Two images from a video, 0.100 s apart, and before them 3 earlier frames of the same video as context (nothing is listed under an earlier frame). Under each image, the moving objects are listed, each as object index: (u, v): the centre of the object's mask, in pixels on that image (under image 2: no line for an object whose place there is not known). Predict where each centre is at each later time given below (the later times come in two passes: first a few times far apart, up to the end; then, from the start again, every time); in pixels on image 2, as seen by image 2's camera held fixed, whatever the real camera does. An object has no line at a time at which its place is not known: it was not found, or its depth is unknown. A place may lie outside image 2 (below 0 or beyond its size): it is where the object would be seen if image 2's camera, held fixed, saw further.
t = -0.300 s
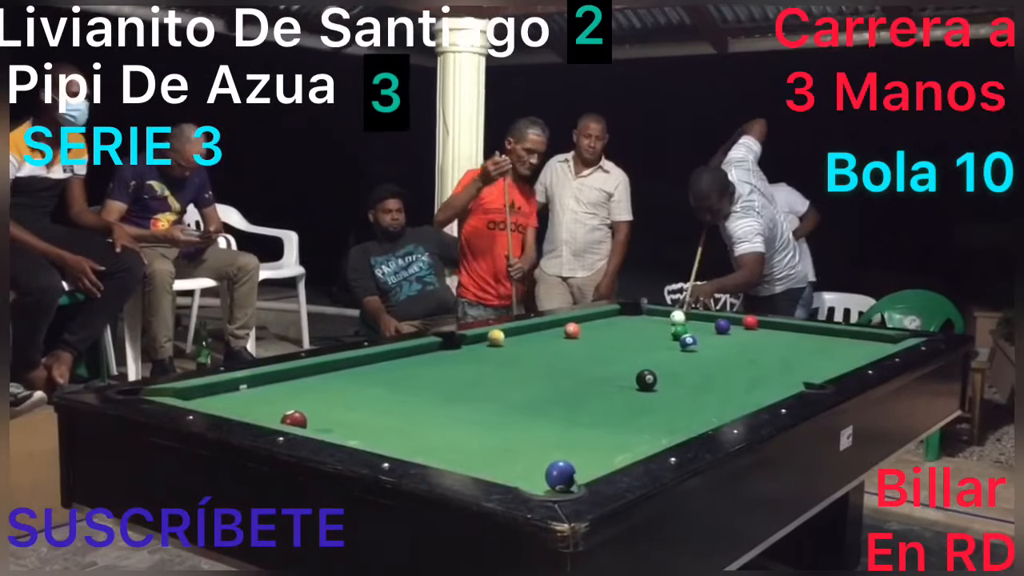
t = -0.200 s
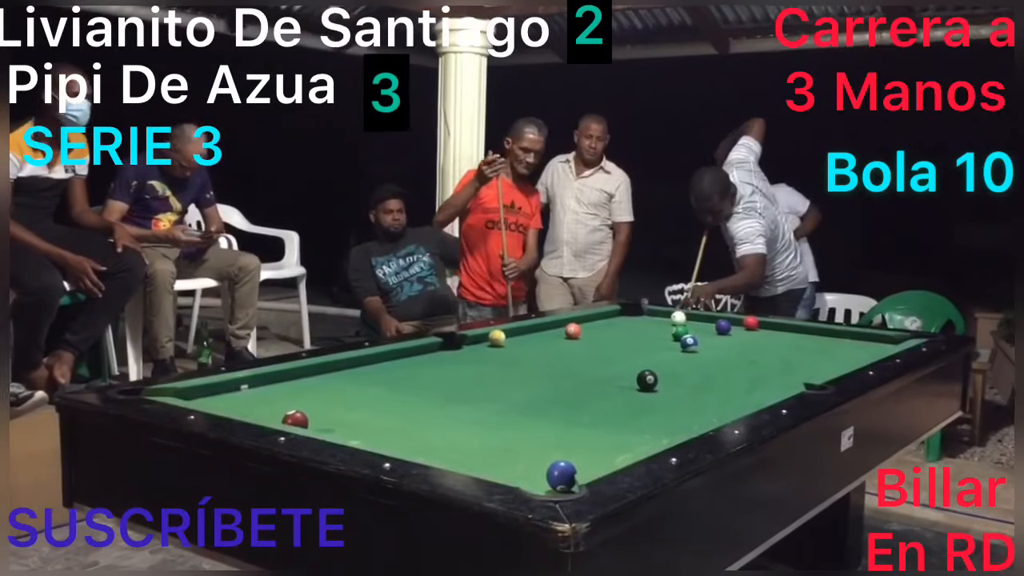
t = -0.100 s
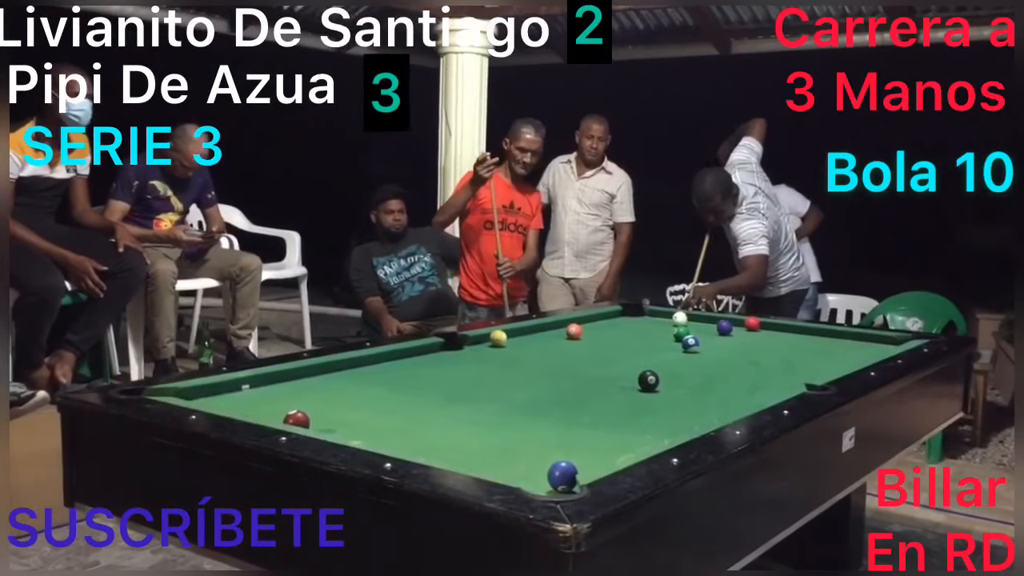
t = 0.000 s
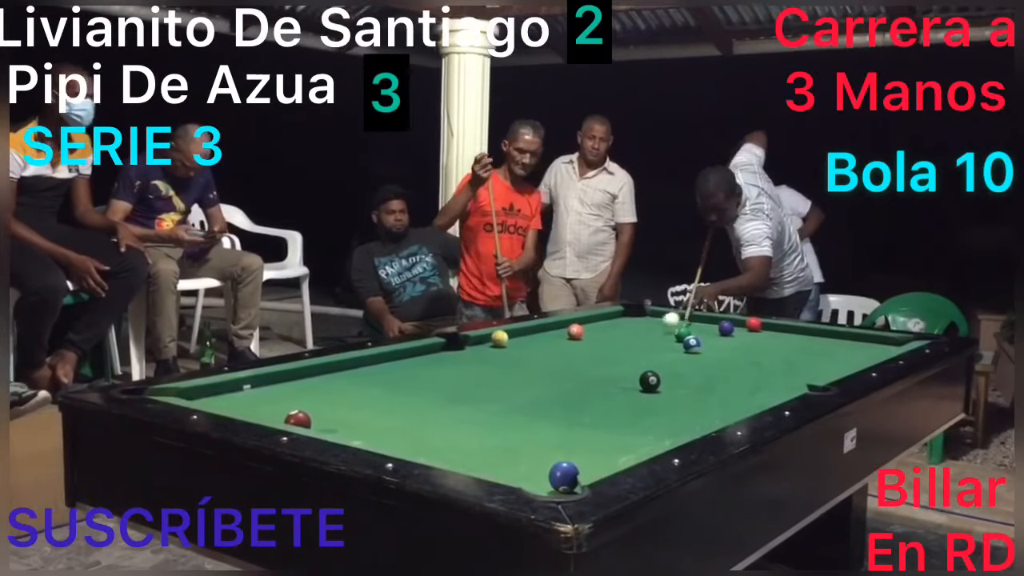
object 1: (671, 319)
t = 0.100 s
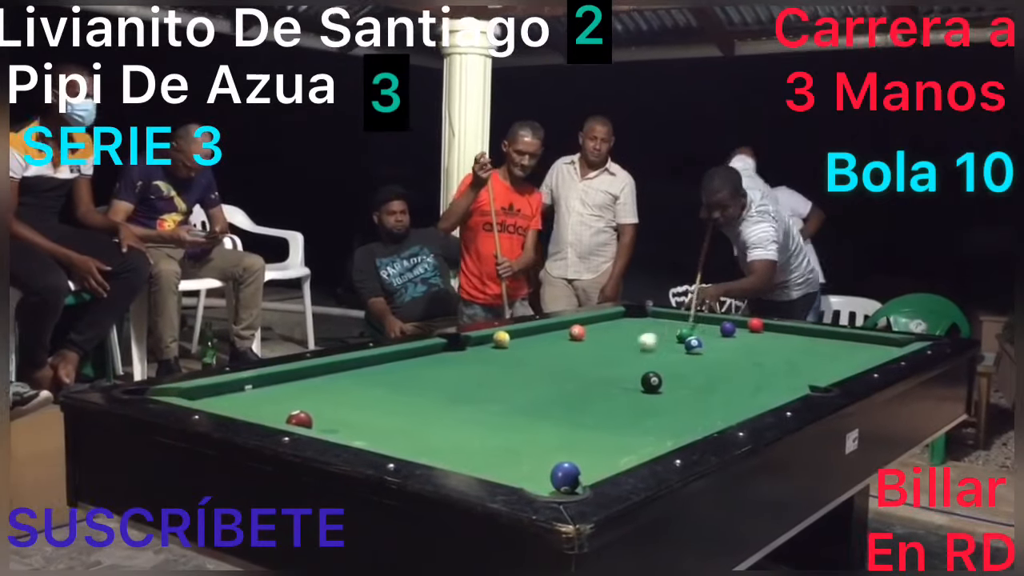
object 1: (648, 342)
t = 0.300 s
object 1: (590, 382)
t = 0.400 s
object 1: (556, 409)
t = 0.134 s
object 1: (640, 346)
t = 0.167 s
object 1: (630, 353)
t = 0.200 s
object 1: (620, 360)
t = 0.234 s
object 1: (611, 366)
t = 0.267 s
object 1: (600, 375)
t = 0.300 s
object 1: (590, 382)
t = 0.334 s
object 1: (580, 390)
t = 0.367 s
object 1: (568, 399)
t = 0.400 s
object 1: (556, 409)
